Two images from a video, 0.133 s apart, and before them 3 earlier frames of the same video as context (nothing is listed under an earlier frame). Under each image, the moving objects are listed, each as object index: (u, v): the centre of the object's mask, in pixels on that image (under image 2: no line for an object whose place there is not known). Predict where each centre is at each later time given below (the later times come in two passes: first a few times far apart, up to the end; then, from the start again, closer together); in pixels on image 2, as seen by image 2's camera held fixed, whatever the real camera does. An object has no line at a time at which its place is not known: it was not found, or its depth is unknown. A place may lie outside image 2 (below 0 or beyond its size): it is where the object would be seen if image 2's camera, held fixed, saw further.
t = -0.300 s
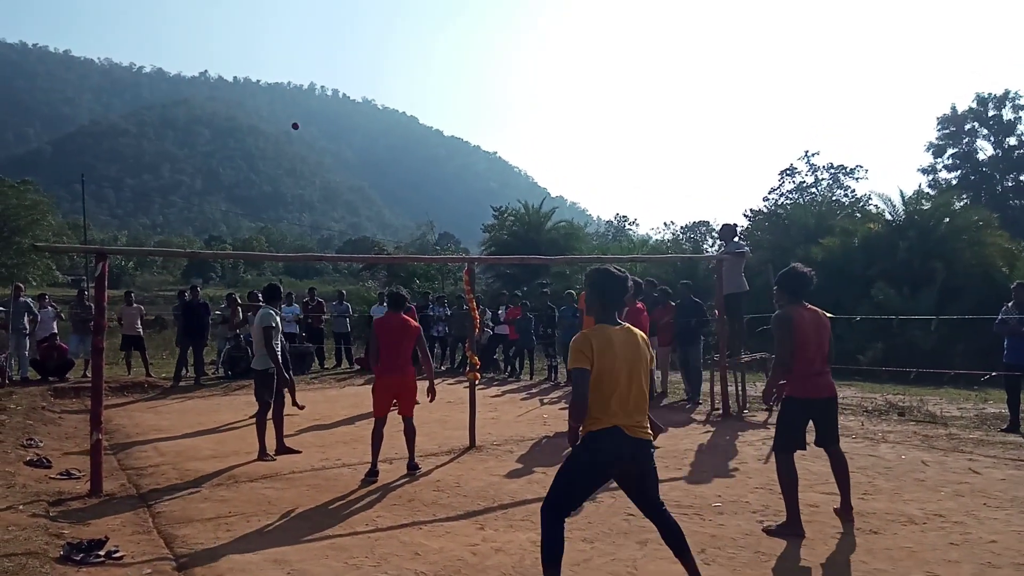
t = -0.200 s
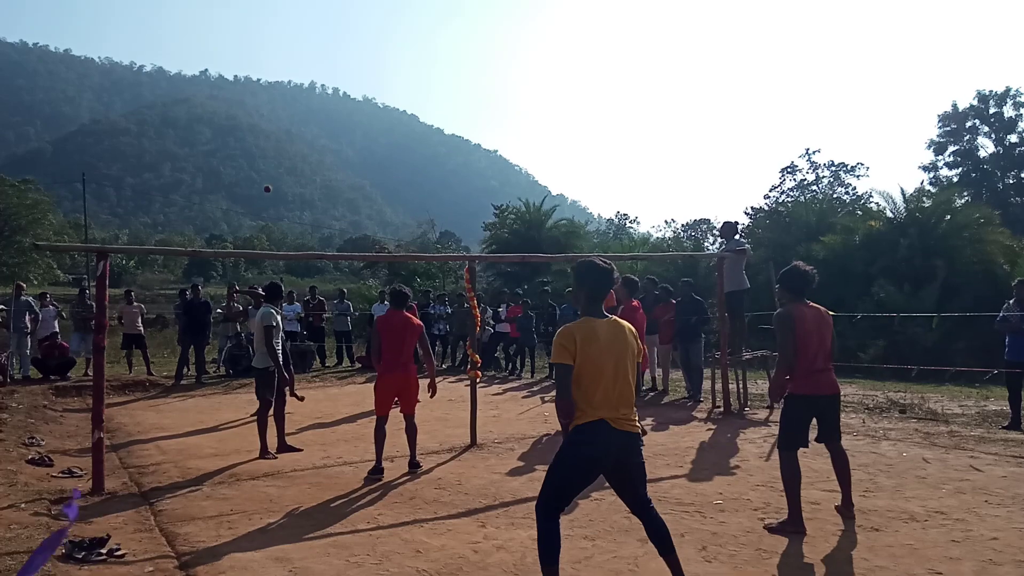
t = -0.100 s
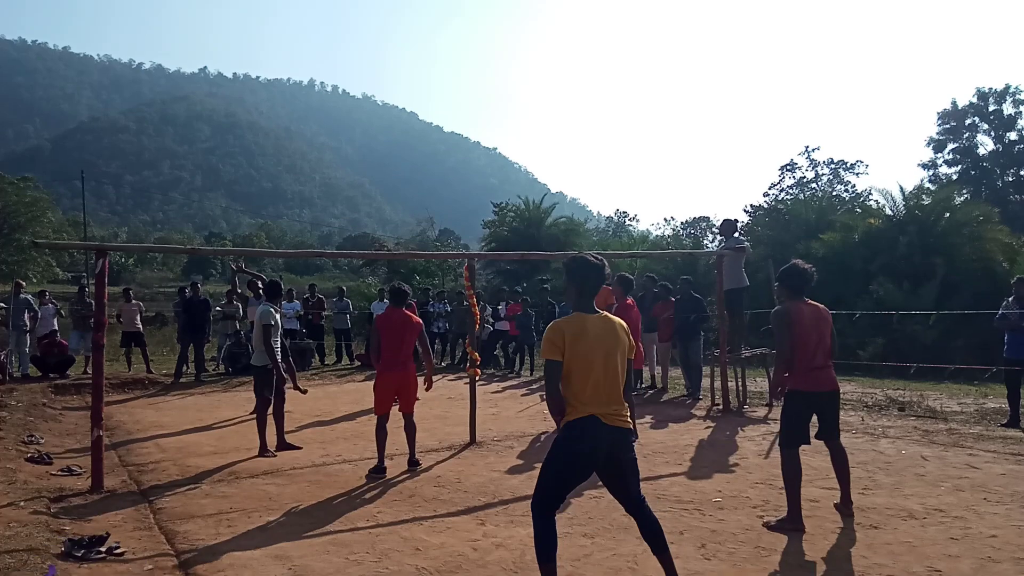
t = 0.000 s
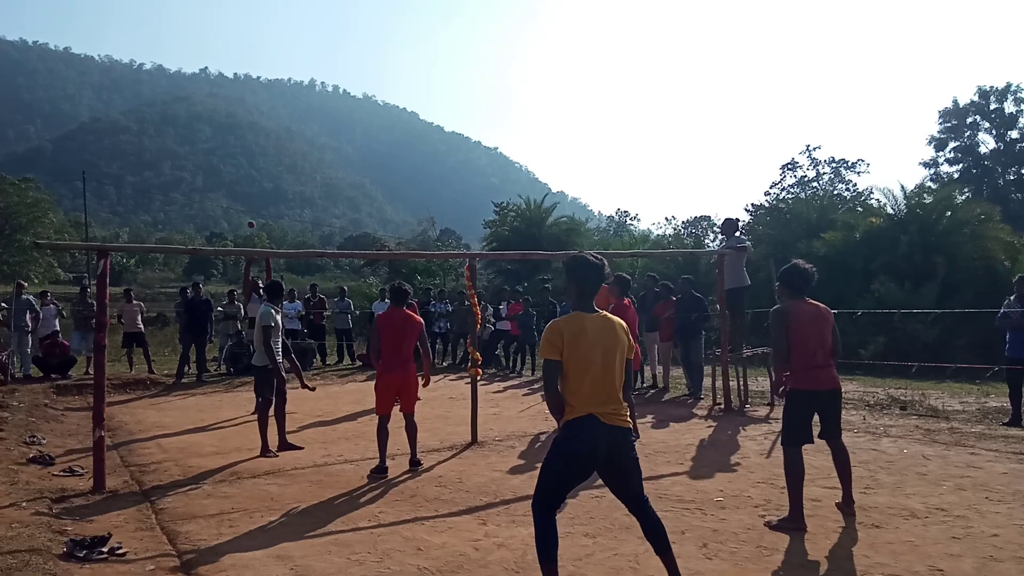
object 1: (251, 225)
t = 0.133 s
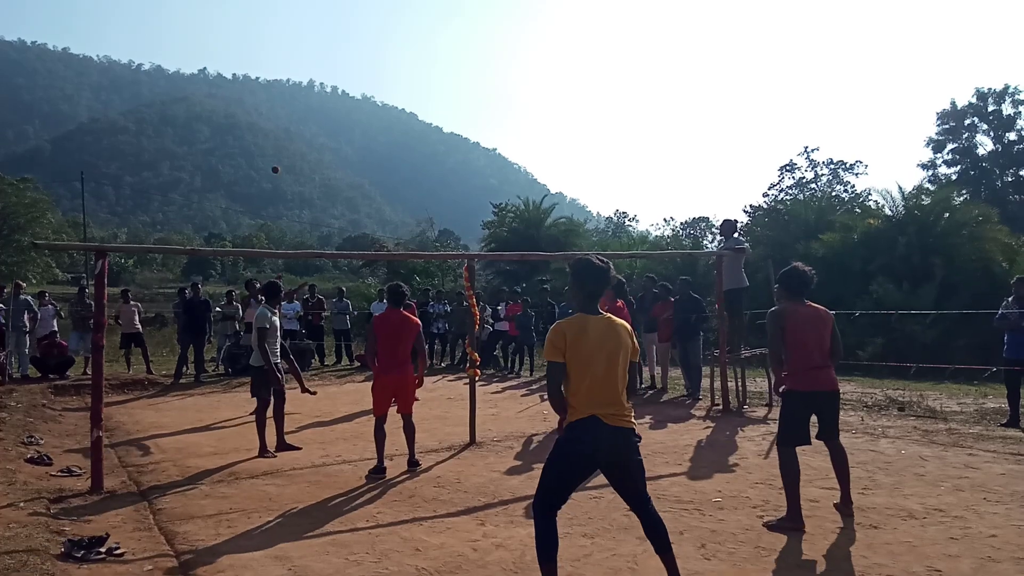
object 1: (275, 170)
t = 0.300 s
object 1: (312, 111)
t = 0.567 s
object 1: (391, 49)
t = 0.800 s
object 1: (490, 48)
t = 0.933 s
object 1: (567, 84)
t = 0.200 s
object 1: (289, 145)
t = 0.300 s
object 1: (312, 111)
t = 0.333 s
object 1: (321, 101)
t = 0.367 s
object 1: (329, 91)
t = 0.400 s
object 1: (338, 82)
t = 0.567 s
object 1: (391, 49)
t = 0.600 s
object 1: (403, 45)
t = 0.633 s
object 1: (416, 42)
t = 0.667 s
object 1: (429, 40)
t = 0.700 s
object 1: (443, 40)
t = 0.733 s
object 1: (457, 41)
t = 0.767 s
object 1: (473, 44)
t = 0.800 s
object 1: (490, 48)
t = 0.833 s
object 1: (507, 54)
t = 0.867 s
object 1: (526, 62)
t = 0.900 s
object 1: (546, 72)
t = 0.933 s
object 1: (567, 84)
